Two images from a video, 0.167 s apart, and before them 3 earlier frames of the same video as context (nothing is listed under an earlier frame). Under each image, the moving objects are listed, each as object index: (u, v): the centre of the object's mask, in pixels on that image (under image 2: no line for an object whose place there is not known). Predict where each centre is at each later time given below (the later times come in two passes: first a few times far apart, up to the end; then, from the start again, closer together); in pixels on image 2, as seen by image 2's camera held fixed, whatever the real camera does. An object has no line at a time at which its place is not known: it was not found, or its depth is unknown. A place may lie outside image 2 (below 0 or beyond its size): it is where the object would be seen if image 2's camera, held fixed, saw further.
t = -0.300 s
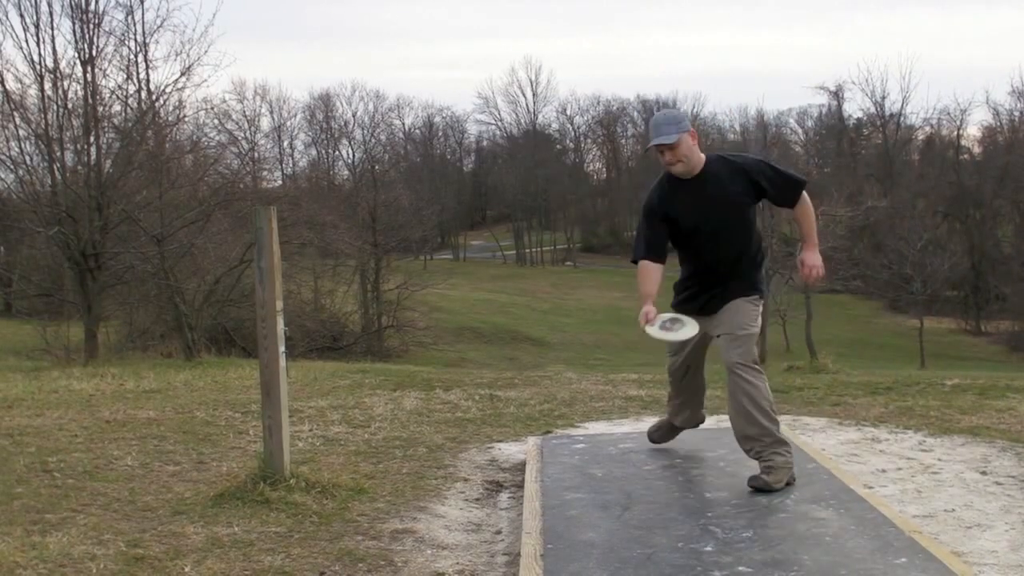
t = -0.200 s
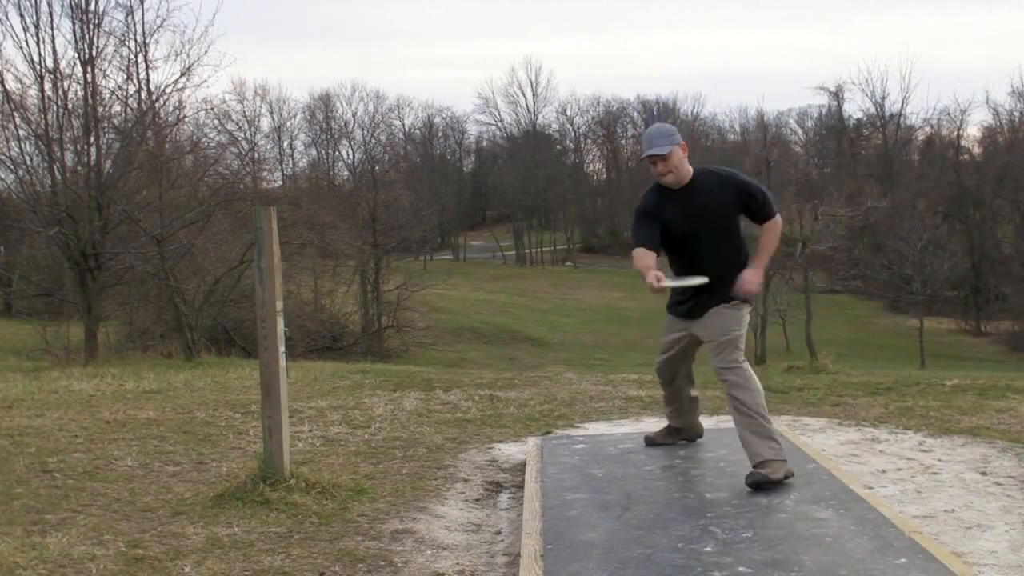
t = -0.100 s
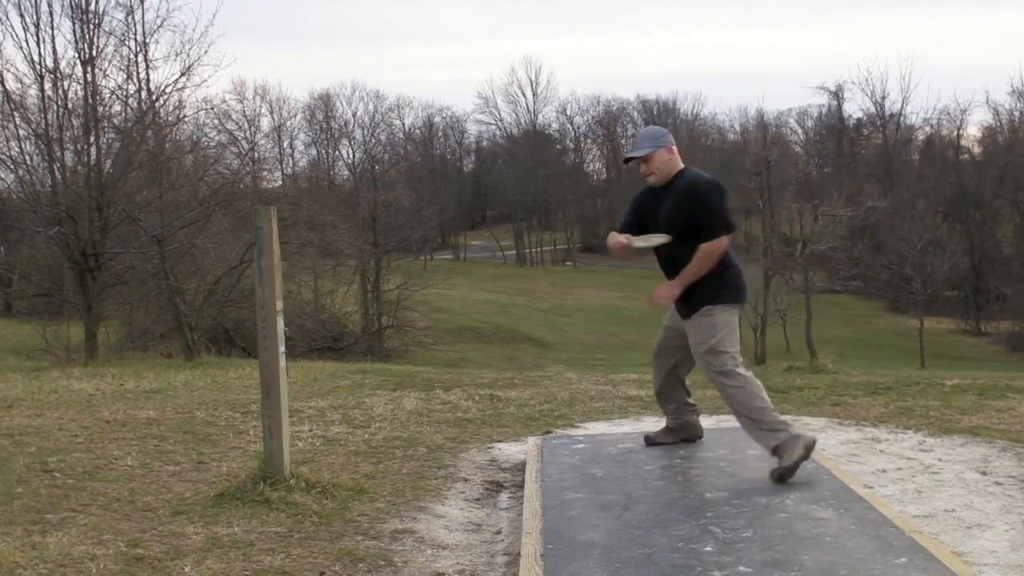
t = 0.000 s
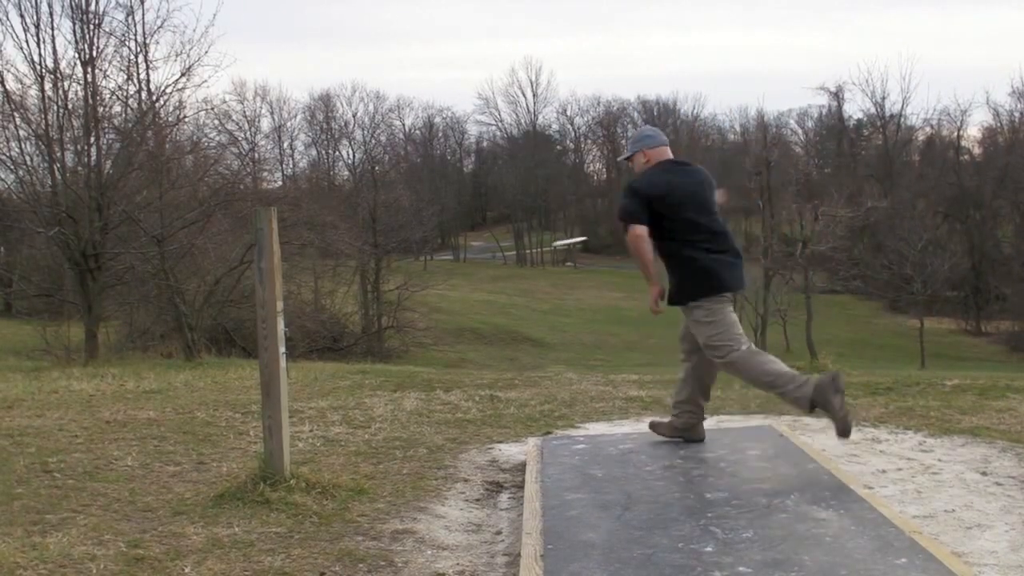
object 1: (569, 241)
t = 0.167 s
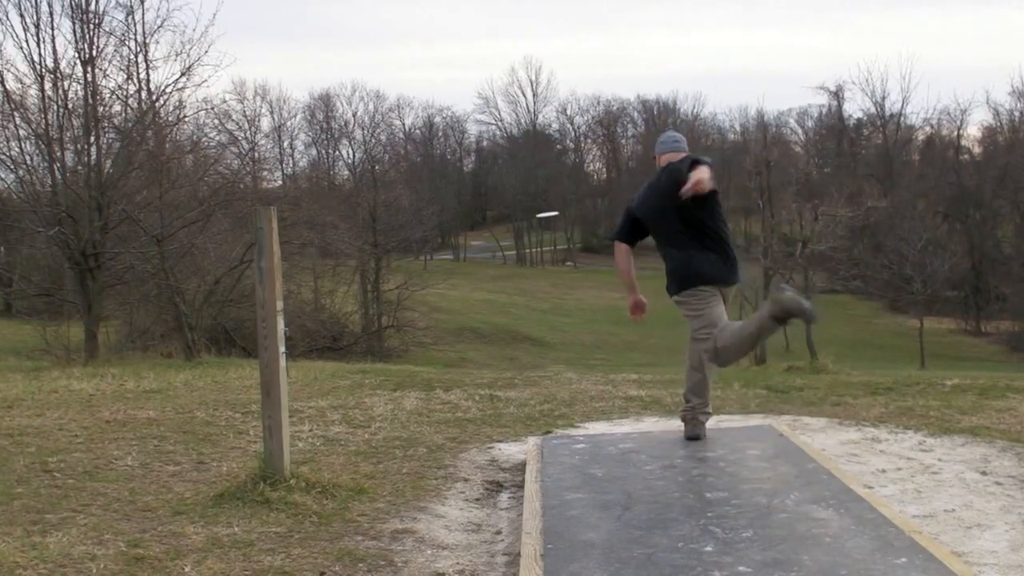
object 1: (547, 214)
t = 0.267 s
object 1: (539, 205)
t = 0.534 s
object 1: (525, 193)
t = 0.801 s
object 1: (517, 189)
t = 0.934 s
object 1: (514, 189)
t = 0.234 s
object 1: (542, 208)
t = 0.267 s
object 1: (539, 205)
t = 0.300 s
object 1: (536, 202)
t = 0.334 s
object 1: (534, 201)
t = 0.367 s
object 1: (532, 199)
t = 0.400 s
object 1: (531, 197)
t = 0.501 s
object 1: (526, 194)
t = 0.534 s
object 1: (525, 193)
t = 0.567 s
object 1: (524, 192)
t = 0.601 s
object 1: (522, 191)
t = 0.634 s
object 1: (521, 191)
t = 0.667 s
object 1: (520, 190)
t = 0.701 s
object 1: (519, 190)
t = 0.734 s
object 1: (519, 190)
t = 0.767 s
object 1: (518, 189)
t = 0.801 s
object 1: (517, 189)
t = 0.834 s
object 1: (516, 189)
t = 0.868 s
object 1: (515, 189)
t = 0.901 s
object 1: (515, 189)
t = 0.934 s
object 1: (514, 189)
